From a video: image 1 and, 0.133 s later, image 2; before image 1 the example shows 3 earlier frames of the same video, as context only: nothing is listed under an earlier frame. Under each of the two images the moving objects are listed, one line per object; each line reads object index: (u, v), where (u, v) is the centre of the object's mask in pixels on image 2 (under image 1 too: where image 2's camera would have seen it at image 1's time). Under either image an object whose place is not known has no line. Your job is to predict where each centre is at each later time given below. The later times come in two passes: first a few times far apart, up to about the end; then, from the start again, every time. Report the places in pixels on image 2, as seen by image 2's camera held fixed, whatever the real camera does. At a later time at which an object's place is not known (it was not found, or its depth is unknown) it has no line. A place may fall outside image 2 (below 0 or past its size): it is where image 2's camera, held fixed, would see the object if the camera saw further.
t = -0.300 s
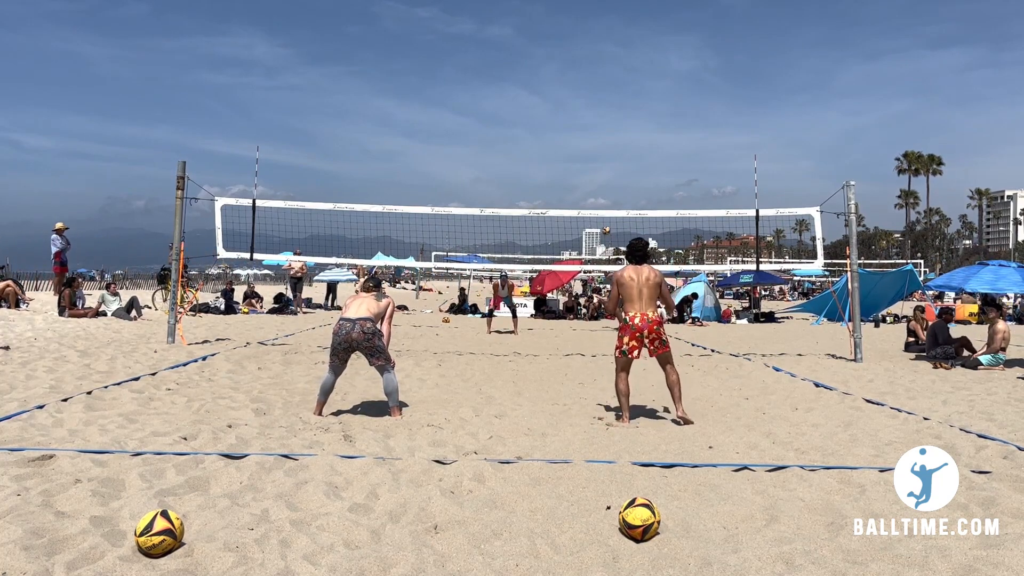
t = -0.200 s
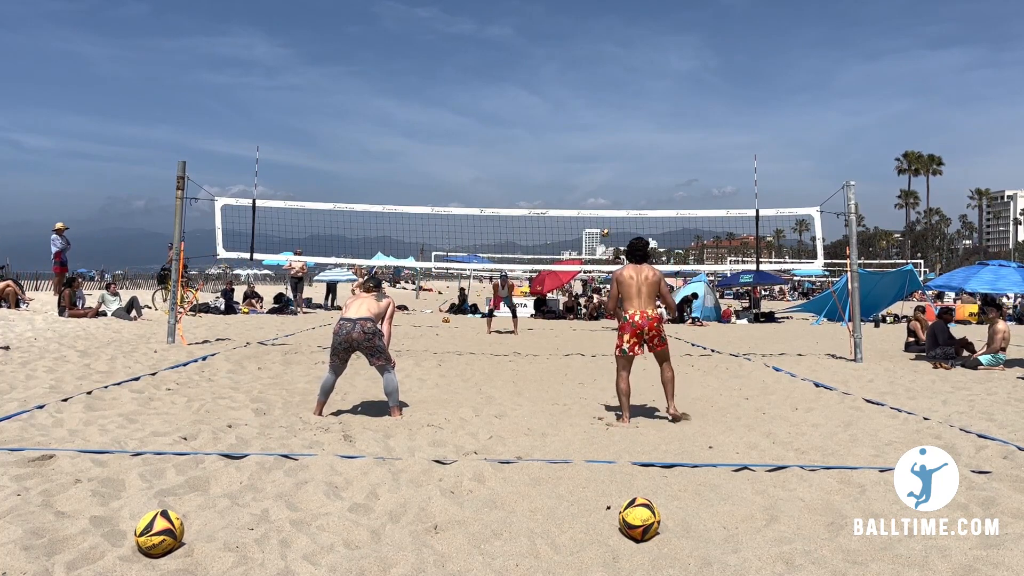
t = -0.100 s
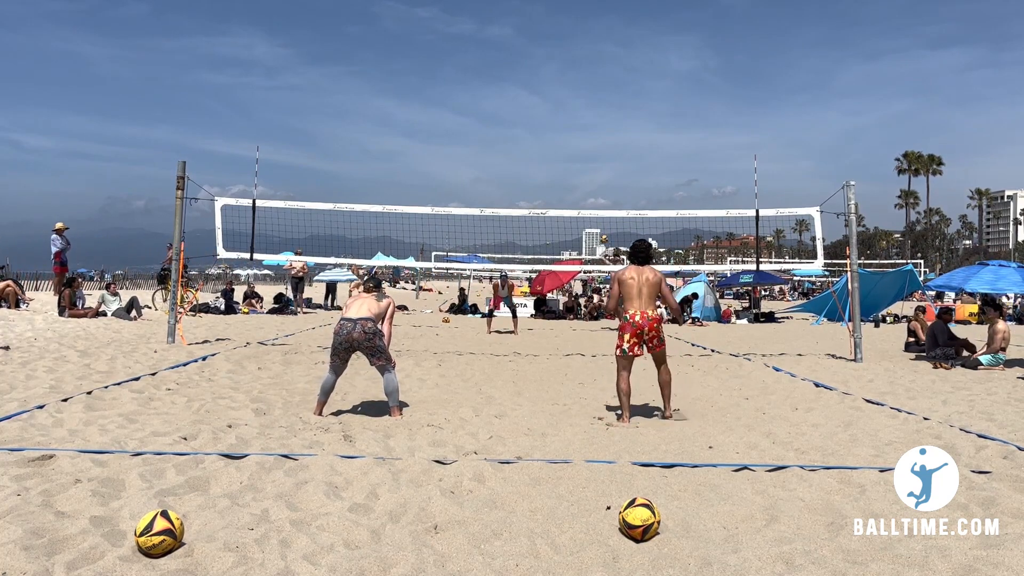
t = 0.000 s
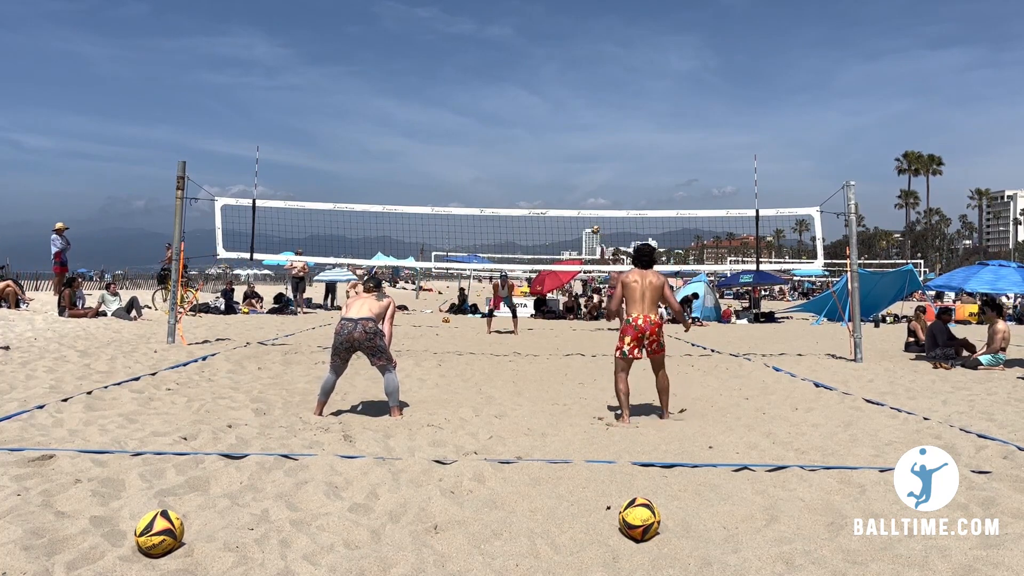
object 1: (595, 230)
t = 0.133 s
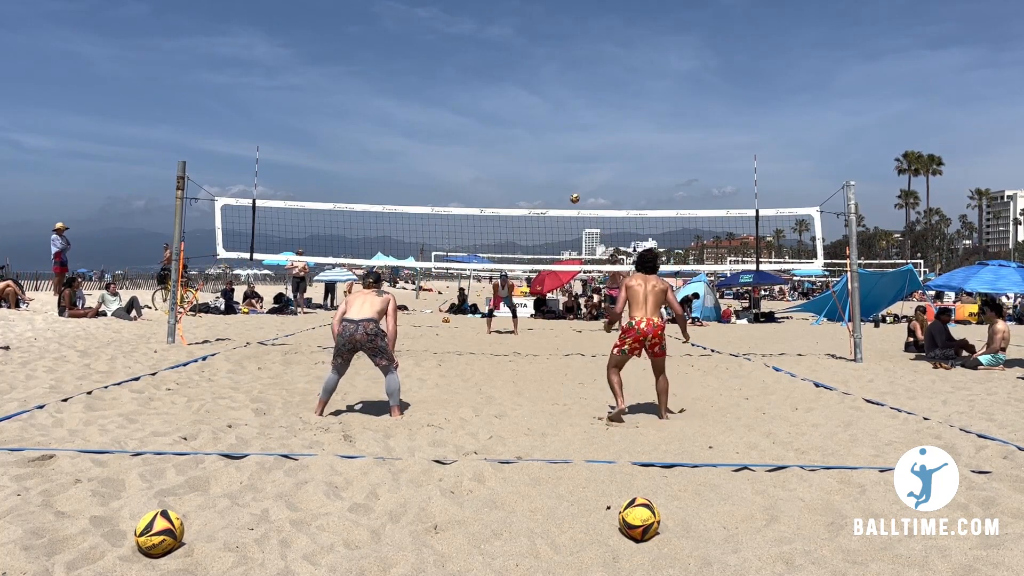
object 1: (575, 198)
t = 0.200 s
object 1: (563, 183)
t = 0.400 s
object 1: (523, 144)
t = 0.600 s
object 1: (474, 122)
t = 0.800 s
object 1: (418, 129)
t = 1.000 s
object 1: (352, 167)
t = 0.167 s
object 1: (569, 191)
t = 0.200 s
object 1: (563, 183)
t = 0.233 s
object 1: (557, 176)
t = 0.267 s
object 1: (551, 169)
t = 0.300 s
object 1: (544, 162)
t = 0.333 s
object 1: (537, 155)
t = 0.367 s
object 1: (530, 149)
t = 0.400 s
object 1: (523, 144)
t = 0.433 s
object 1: (515, 139)
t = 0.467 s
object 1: (508, 134)
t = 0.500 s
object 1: (500, 130)
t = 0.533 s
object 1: (492, 126)
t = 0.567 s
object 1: (483, 124)
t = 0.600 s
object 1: (474, 122)
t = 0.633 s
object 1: (466, 121)
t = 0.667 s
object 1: (457, 121)
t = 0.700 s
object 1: (448, 122)
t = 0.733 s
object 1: (438, 123)
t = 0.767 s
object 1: (428, 126)
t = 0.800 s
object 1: (418, 129)
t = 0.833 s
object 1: (408, 133)
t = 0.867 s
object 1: (398, 137)
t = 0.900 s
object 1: (387, 143)
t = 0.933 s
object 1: (376, 150)
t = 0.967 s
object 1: (364, 158)
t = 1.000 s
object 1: (352, 167)
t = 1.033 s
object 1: (340, 178)
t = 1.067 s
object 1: (327, 189)
